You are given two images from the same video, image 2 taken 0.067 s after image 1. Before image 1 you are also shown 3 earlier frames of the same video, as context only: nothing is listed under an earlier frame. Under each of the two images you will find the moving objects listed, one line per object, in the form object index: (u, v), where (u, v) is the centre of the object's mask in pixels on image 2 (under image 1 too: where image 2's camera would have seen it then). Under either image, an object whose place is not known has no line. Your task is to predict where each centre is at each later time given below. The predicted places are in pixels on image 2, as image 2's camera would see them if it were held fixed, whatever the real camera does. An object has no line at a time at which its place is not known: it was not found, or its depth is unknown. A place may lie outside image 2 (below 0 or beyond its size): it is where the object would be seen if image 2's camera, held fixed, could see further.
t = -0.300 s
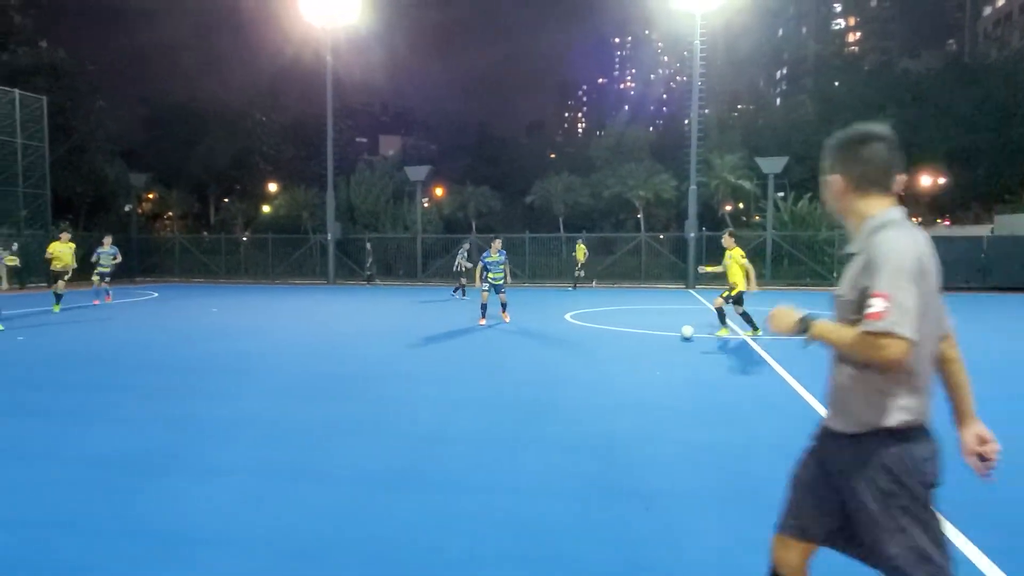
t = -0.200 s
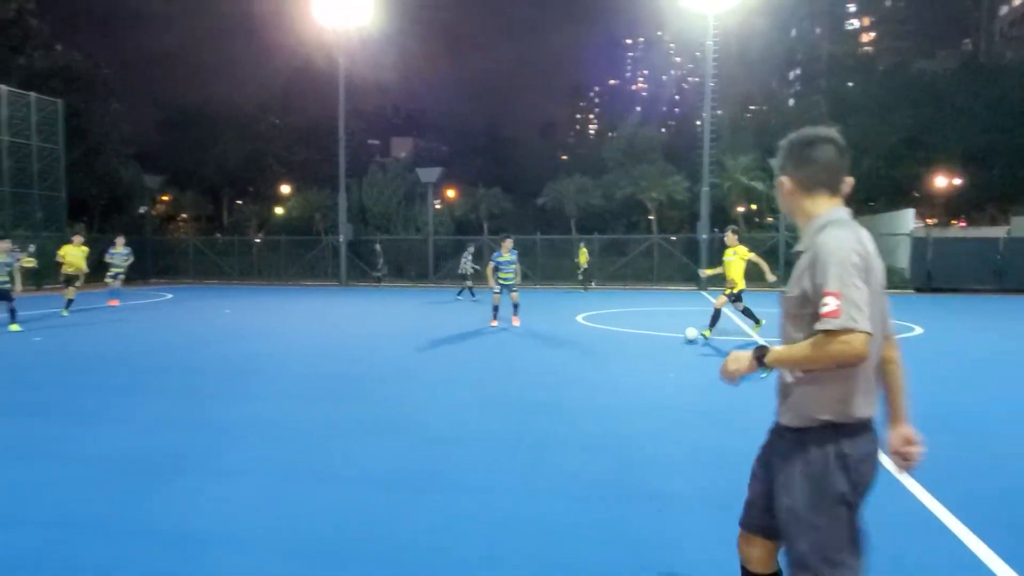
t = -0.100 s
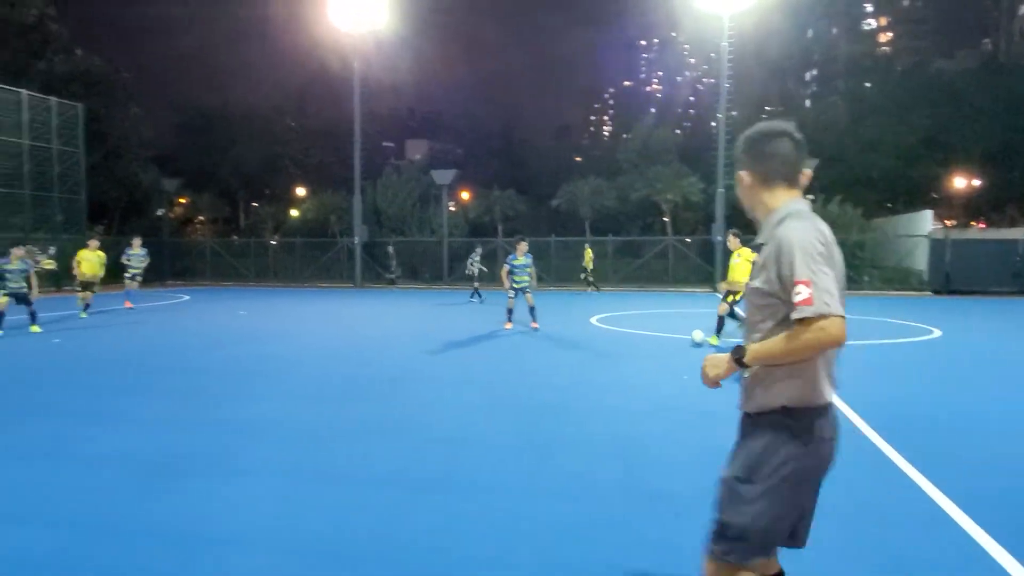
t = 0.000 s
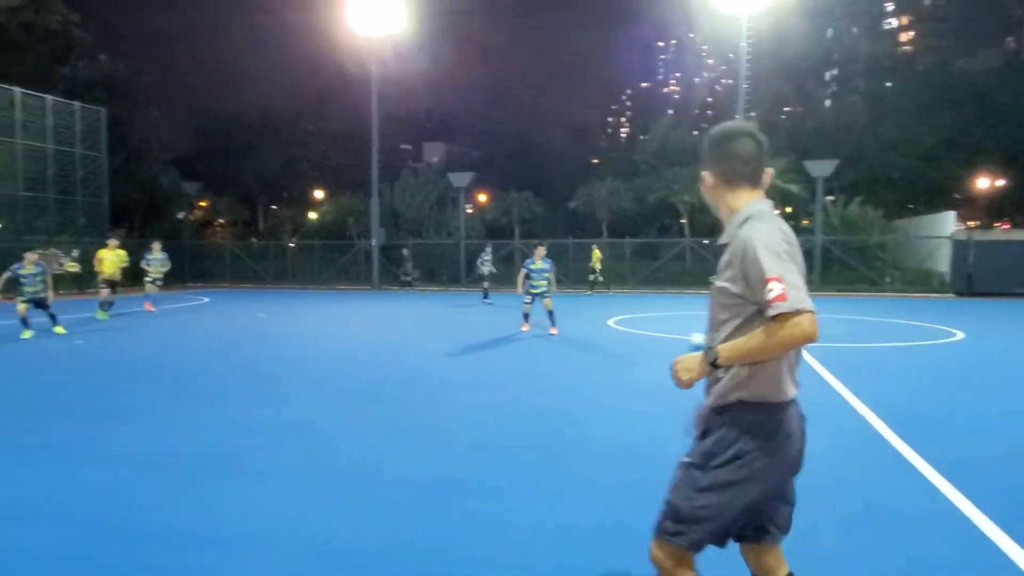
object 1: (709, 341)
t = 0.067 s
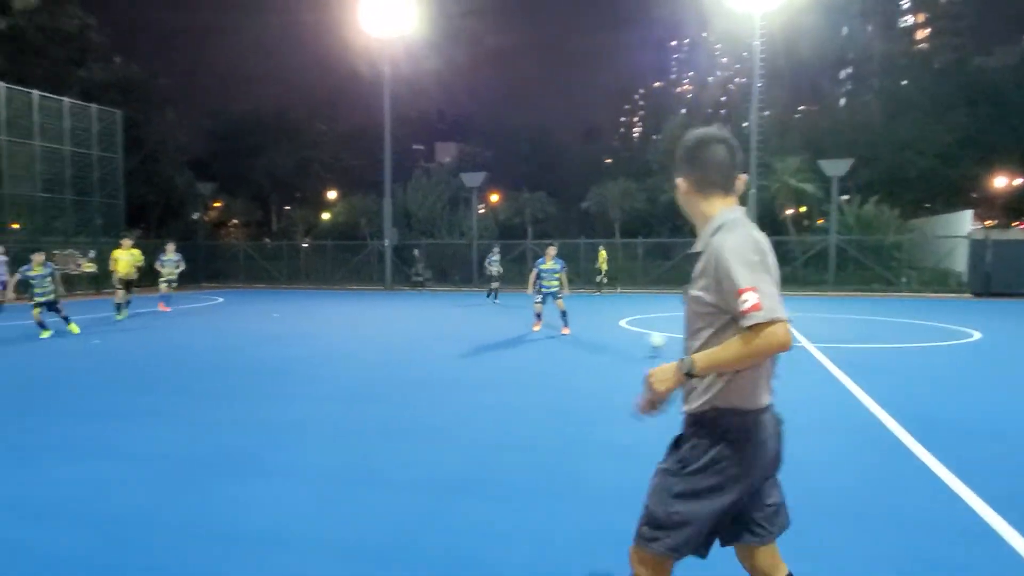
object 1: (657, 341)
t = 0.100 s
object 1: (628, 342)
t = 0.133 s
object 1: (598, 344)
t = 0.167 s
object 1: (568, 347)
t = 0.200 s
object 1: (534, 352)
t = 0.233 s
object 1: (500, 358)
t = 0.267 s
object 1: (470, 360)
